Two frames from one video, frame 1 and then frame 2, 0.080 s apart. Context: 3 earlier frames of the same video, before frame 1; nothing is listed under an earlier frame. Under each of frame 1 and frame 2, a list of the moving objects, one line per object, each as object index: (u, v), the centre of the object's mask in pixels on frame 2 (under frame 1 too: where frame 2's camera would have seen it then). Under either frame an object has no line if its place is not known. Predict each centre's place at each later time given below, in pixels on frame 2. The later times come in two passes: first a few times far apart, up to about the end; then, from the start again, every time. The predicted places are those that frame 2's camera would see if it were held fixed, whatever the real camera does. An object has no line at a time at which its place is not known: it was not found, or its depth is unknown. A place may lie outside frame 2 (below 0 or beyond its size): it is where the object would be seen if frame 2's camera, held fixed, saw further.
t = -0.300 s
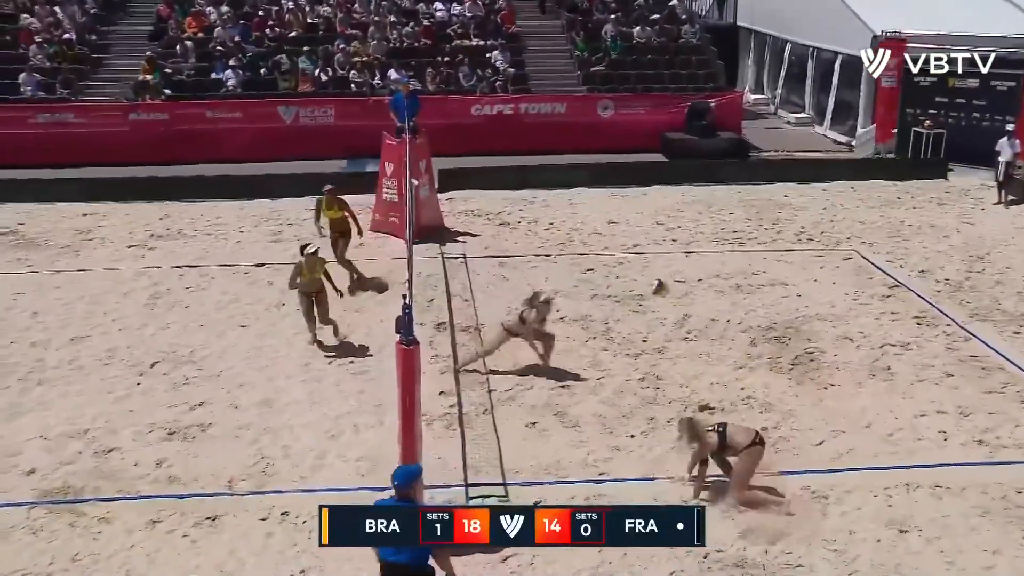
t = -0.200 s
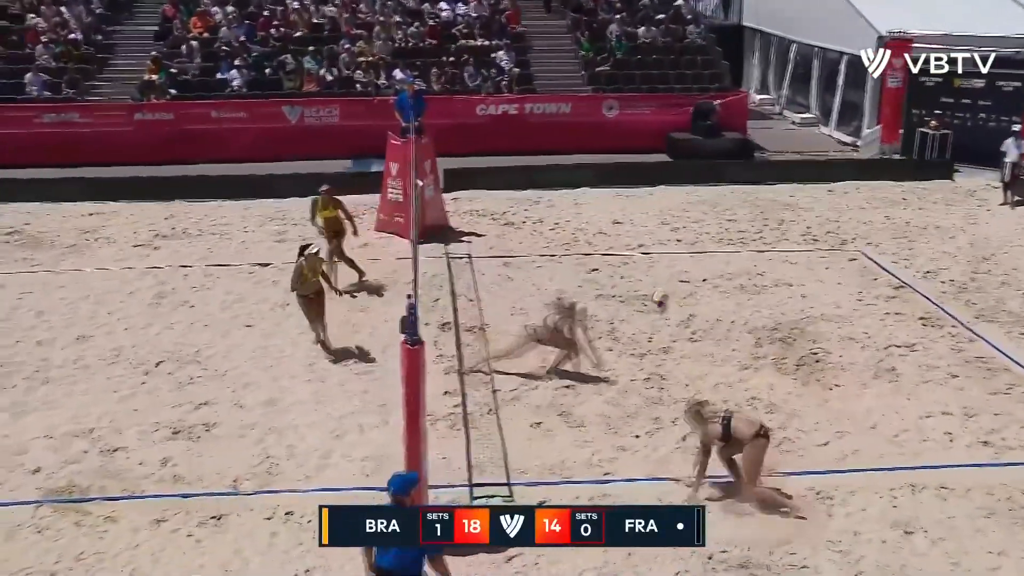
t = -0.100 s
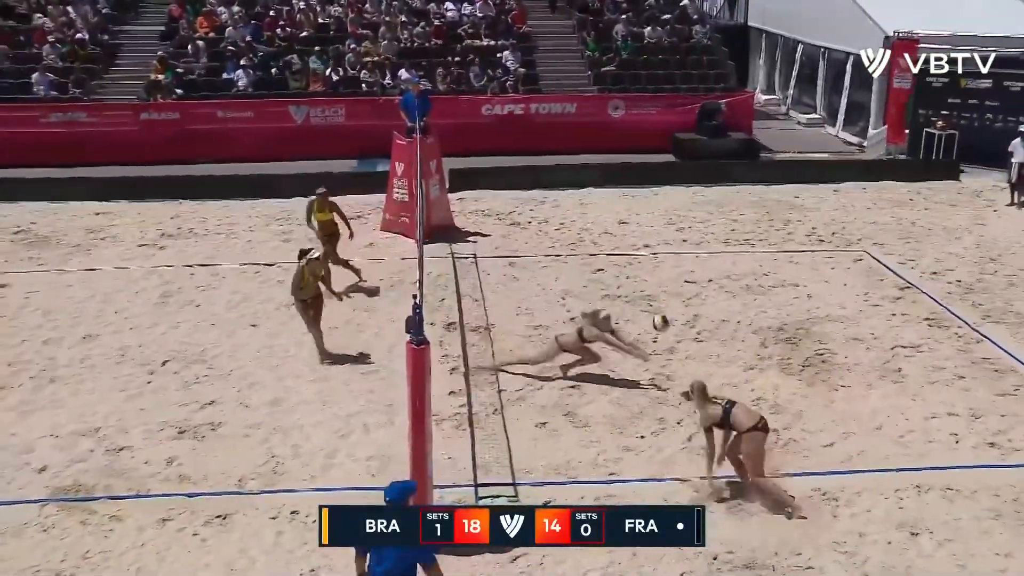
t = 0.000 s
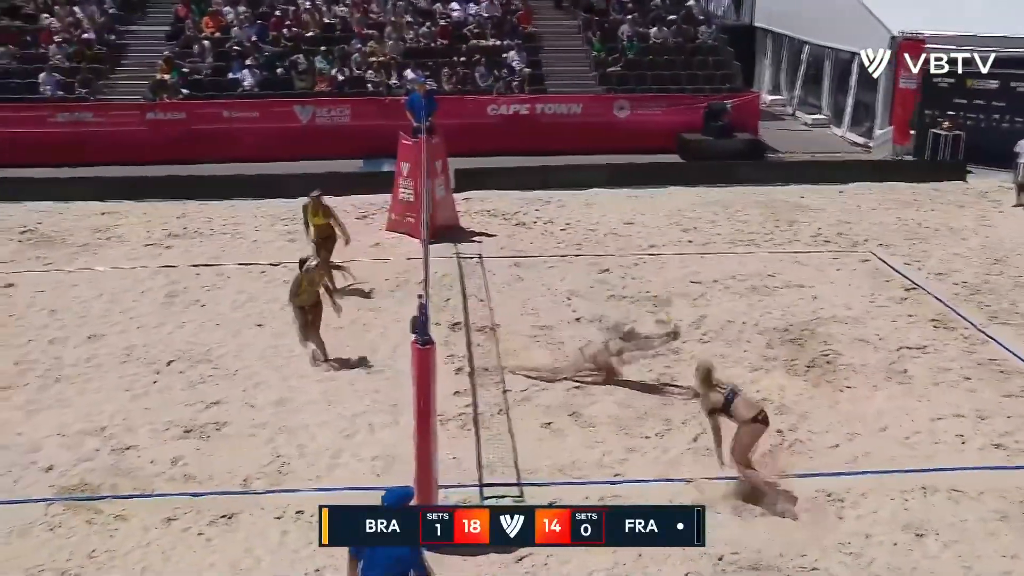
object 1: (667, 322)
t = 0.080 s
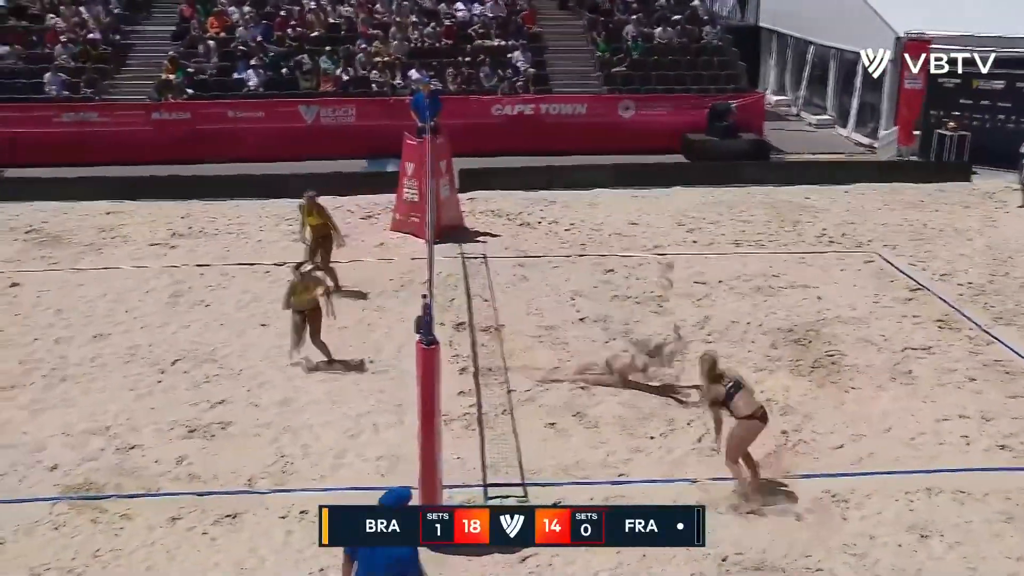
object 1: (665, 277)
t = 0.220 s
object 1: (661, 217)
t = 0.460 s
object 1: (649, 153)
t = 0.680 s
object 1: (639, 133)
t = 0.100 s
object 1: (664, 266)
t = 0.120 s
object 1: (663, 256)
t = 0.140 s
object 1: (663, 249)
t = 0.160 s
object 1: (662, 241)
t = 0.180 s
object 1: (662, 232)
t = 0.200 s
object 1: (662, 224)
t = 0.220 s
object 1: (661, 217)
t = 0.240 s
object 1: (660, 210)
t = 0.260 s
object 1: (660, 203)
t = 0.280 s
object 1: (658, 197)
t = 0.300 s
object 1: (657, 190)
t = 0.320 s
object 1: (656, 184)
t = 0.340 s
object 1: (655, 179)
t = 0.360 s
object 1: (654, 173)
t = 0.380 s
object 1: (654, 168)
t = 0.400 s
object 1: (653, 165)
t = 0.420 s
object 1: (652, 160)
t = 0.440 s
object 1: (650, 156)
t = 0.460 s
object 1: (649, 153)
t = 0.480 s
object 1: (649, 148)
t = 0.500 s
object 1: (648, 146)
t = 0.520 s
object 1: (647, 143)
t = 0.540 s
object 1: (647, 141)
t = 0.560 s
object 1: (645, 140)
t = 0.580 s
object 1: (643, 138)
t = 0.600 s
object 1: (643, 136)
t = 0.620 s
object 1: (642, 134)
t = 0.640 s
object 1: (641, 133)
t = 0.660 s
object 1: (640, 133)
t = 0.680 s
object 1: (639, 133)
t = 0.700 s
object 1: (639, 134)
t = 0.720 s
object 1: (638, 135)
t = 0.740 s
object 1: (636, 135)
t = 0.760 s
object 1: (635, 137)
